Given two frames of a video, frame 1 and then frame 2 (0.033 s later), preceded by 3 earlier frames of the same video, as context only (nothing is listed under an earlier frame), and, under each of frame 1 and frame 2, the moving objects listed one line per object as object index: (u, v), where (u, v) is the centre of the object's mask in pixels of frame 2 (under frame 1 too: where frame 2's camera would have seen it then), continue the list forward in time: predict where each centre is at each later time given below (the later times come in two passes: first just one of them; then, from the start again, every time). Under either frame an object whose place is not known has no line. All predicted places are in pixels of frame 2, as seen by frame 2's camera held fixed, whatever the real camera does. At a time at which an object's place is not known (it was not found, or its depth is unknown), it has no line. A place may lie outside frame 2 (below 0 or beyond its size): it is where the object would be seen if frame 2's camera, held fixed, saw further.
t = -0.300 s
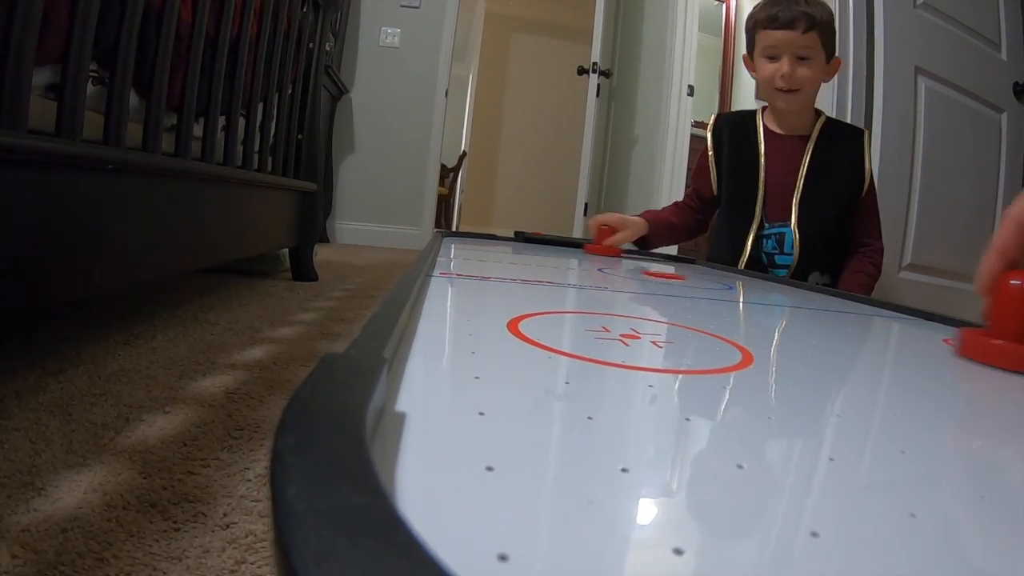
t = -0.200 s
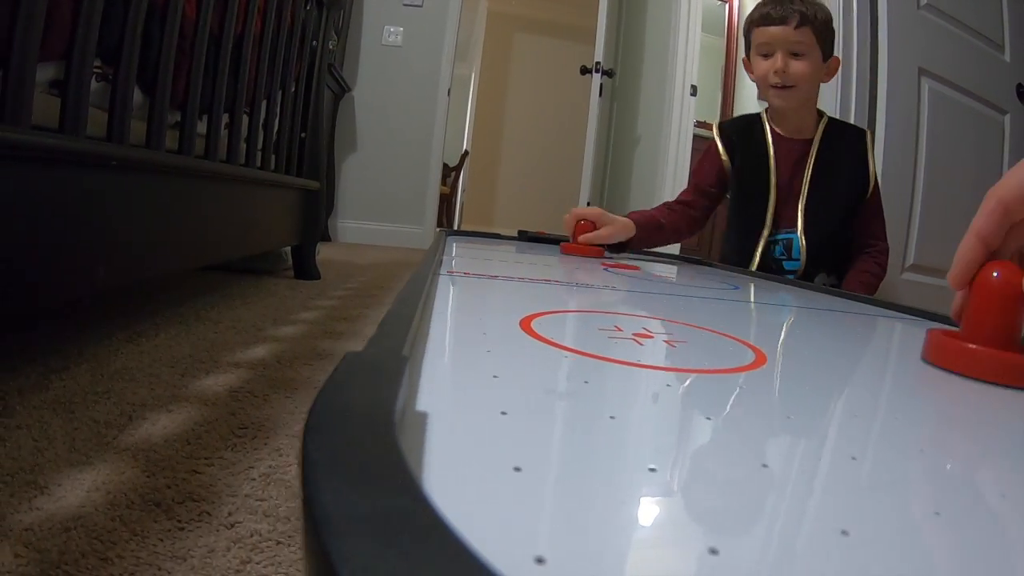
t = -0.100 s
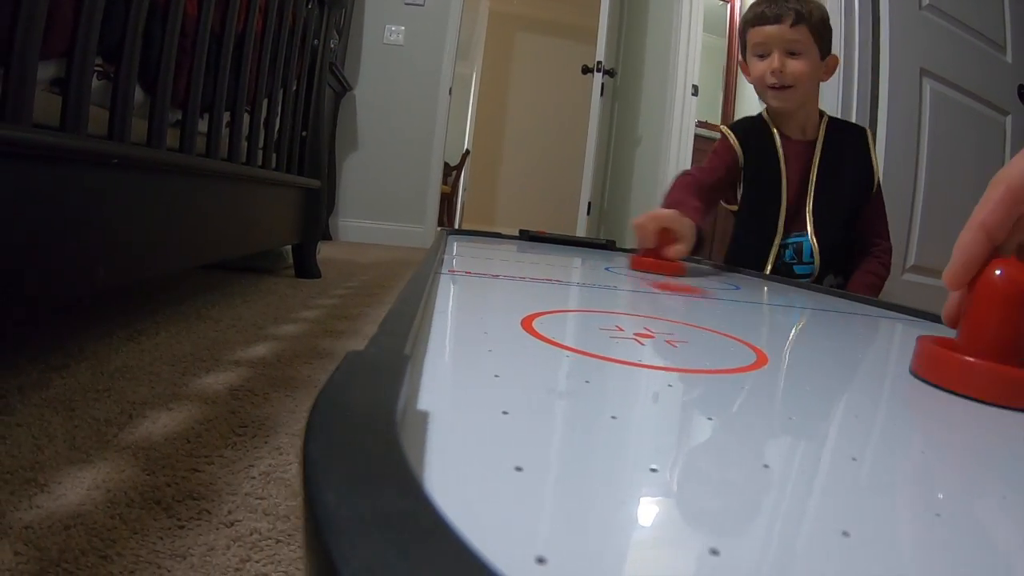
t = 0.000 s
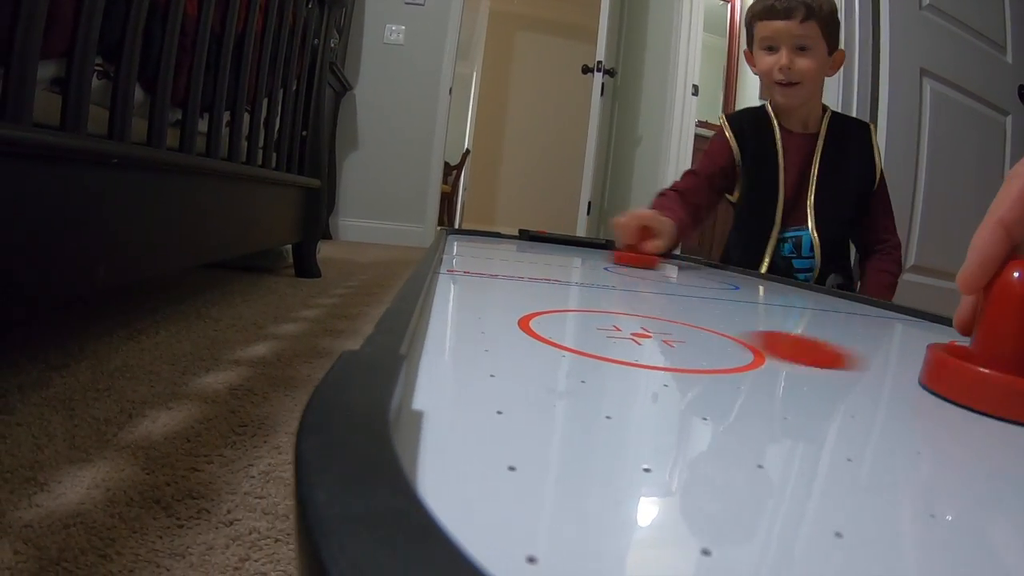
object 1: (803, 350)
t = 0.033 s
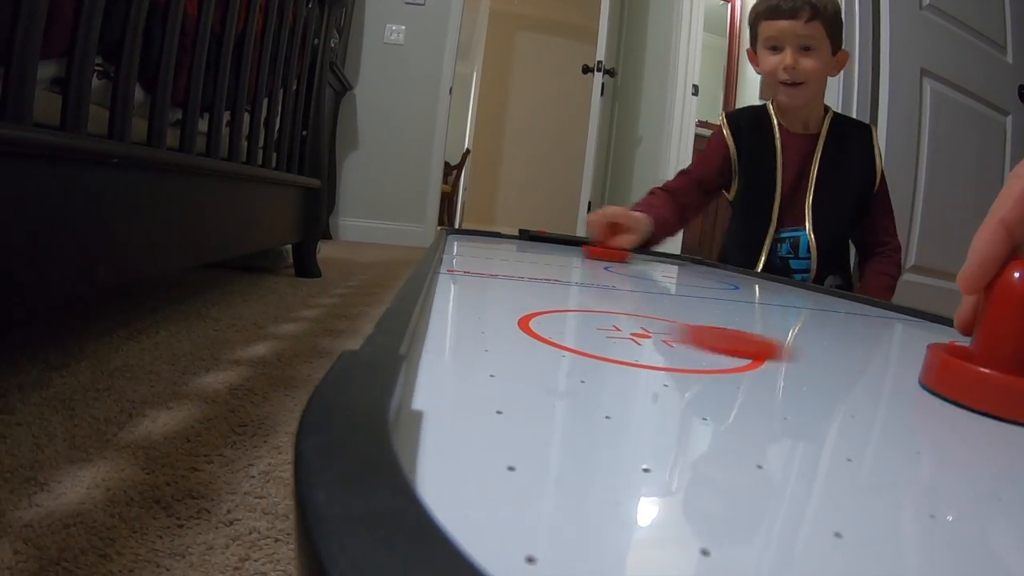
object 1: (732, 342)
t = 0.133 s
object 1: (521, 313)
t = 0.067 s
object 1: (663, 333)
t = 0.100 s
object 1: (594, 323)
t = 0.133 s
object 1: (521, 313)
